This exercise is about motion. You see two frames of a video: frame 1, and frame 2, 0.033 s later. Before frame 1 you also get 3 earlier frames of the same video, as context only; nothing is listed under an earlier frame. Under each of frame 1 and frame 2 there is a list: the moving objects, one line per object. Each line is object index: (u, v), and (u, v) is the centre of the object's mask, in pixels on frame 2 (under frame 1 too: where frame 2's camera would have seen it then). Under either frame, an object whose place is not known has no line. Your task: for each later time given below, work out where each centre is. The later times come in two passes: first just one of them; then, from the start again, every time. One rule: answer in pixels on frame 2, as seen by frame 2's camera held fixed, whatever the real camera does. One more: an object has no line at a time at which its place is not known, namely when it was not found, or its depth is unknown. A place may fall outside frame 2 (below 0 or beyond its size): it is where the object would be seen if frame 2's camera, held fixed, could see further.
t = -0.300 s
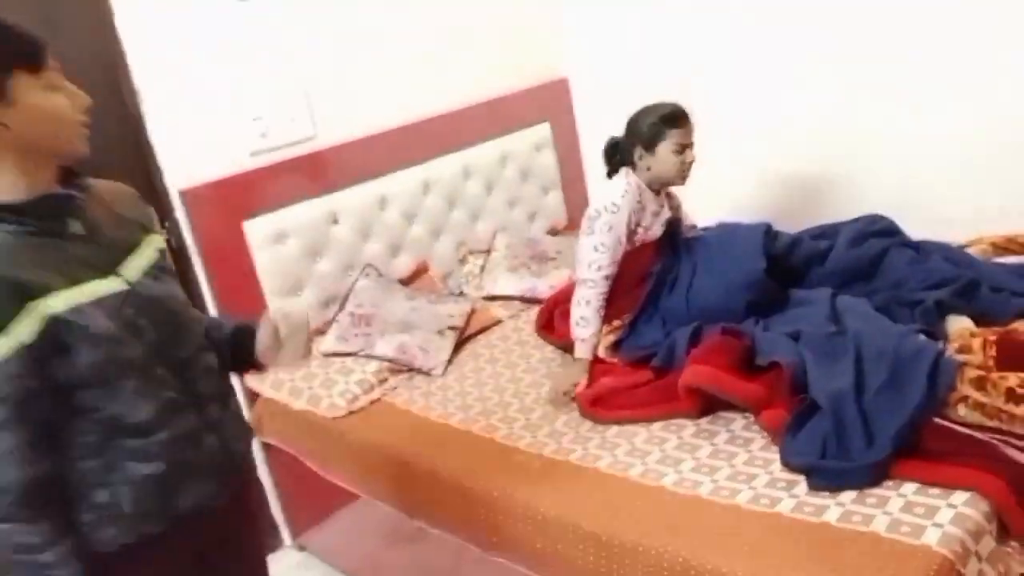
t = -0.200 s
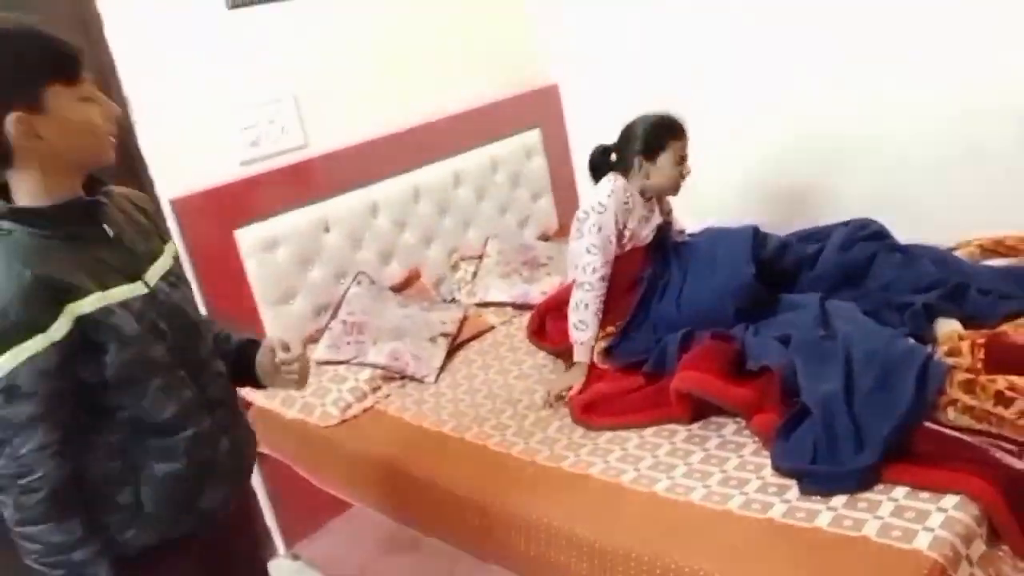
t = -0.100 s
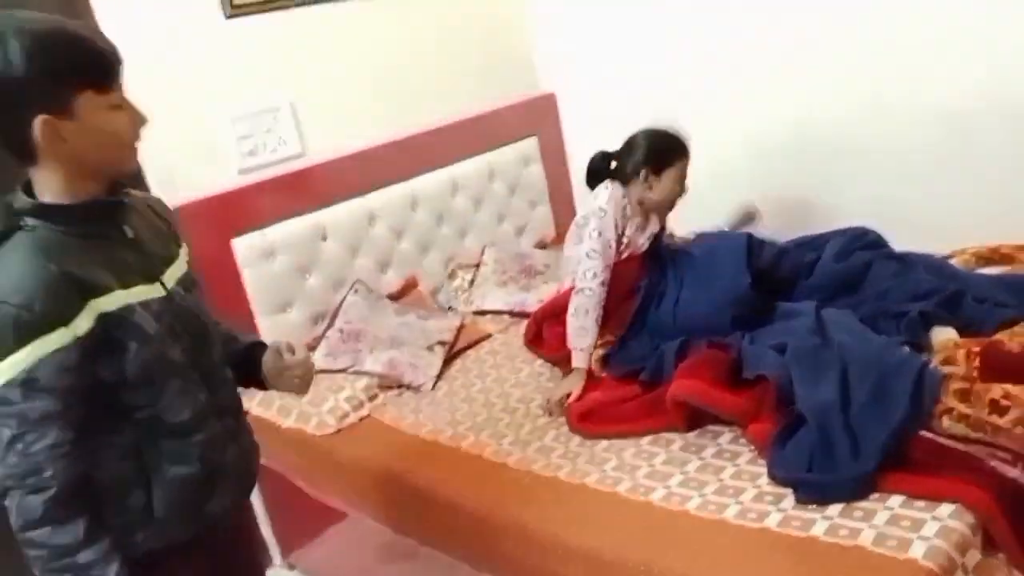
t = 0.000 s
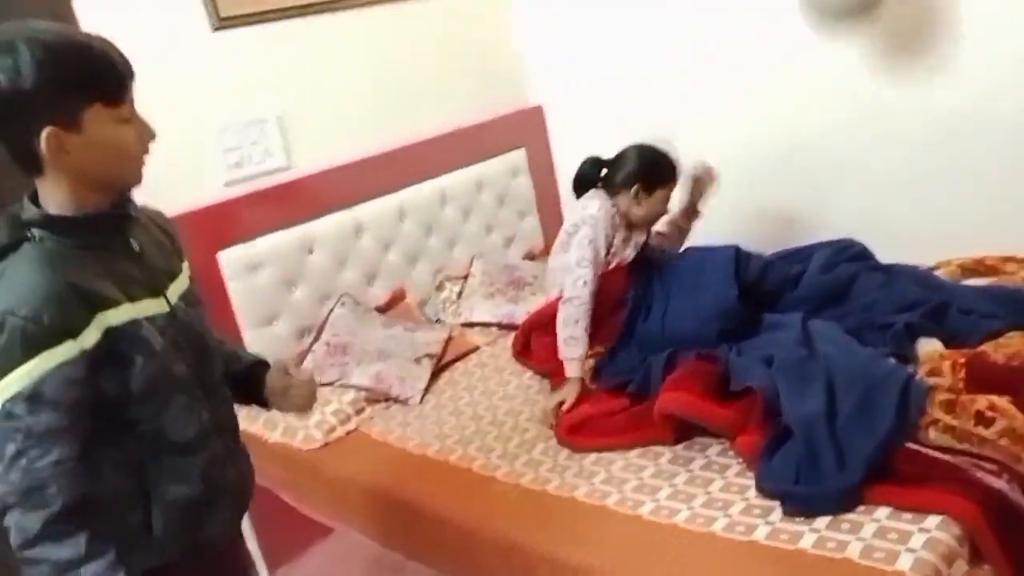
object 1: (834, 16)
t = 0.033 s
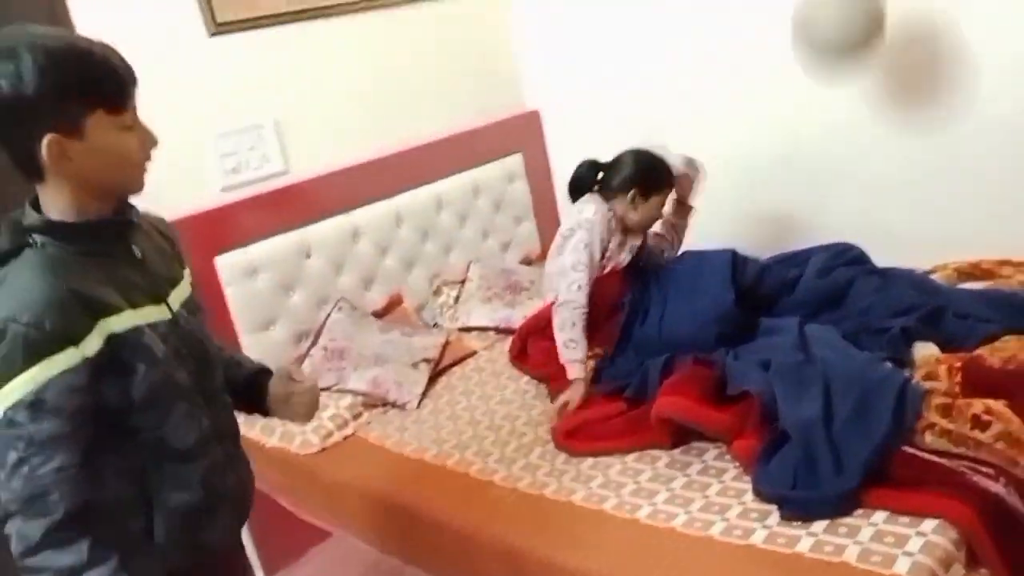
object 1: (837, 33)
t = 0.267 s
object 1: (849, 324)
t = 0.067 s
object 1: (839, 64)
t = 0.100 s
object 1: (840, 110)
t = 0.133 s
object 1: (840, 167)
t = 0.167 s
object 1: (845, 228)
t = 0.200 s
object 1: (842, 294)
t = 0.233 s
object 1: (847, 324)
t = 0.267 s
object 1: (849, 324)
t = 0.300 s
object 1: (851, 316)
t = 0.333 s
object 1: (854, 311)
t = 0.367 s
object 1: (857, 307)
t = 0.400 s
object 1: (860, 310)
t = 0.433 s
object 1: (864, 316)
